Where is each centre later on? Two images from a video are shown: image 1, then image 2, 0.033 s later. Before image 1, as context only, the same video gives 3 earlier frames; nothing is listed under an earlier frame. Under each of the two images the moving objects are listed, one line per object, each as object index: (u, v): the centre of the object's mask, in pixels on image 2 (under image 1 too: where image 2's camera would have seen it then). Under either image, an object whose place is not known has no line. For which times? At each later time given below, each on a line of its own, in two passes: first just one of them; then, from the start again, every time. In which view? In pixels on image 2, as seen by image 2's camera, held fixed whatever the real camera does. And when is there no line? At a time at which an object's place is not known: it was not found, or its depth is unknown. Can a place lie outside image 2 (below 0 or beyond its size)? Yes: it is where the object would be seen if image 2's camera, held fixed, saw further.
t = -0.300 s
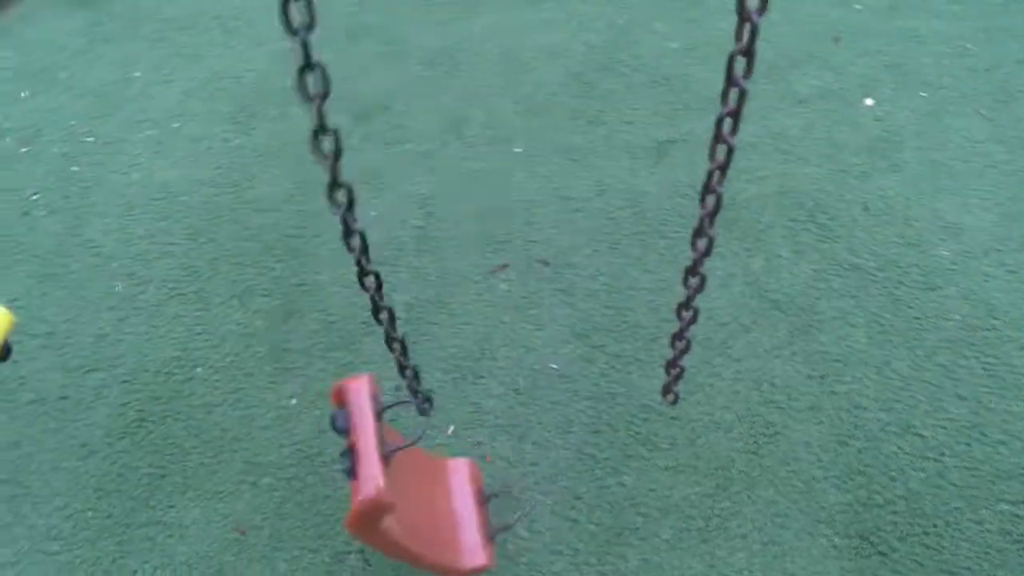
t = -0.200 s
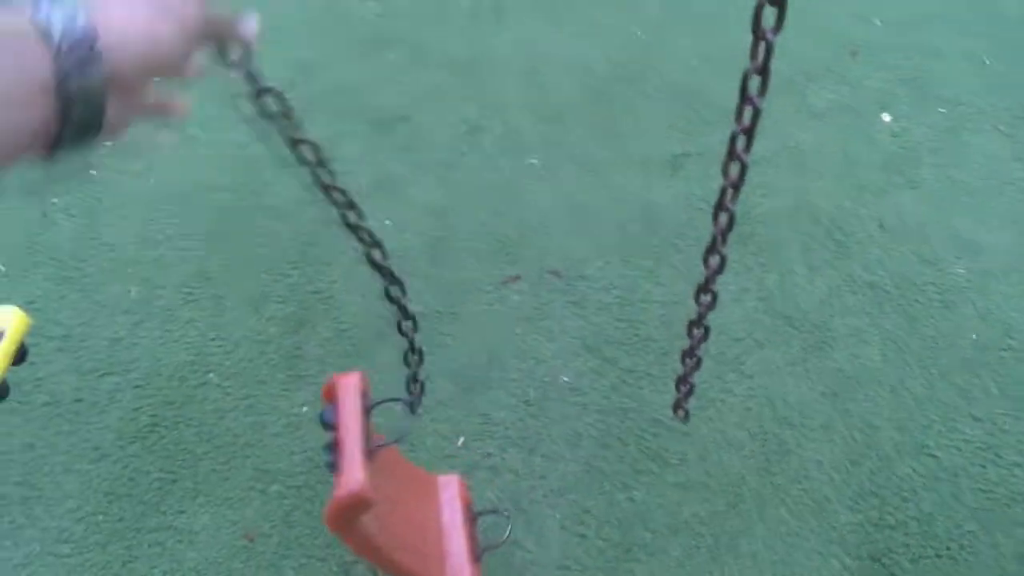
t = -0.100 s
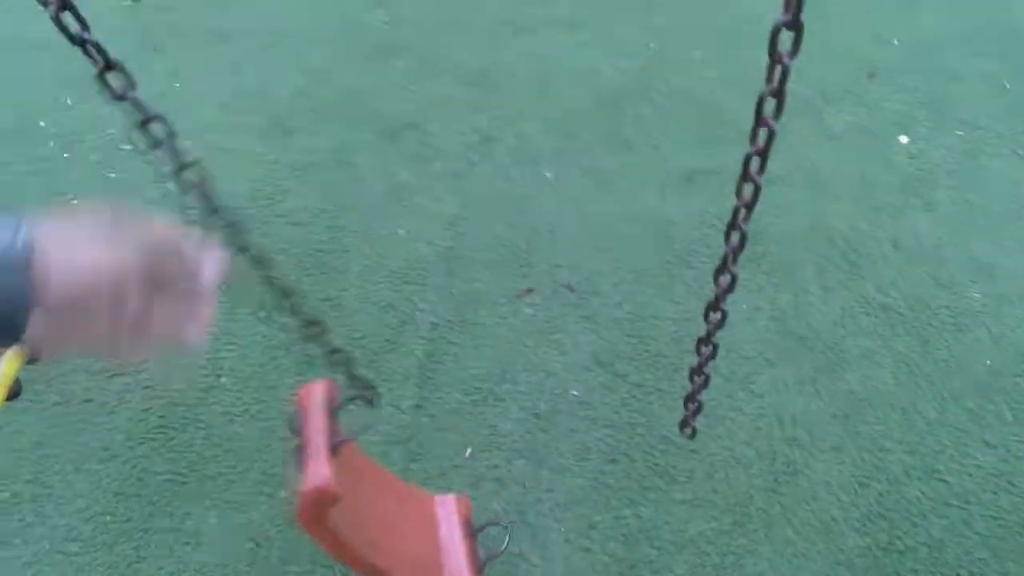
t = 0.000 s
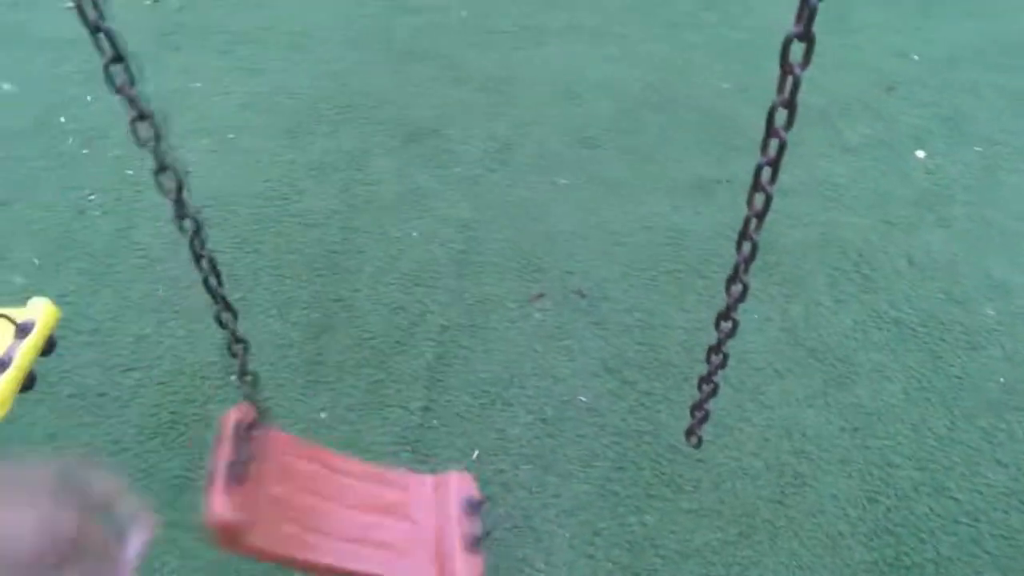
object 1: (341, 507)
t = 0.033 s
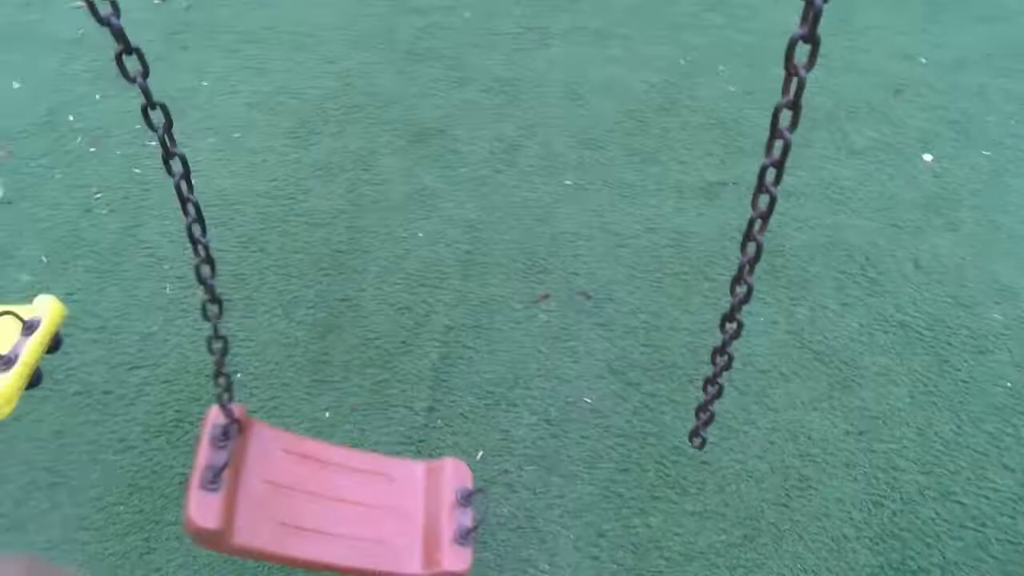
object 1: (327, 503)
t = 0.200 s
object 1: (270, 488)
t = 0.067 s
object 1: (314, 498)
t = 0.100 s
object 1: (302, 495)
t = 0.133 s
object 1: (290, 492)
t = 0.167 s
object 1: (280, 489)
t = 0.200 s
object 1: (270, 488)
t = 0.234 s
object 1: (261, 487)
